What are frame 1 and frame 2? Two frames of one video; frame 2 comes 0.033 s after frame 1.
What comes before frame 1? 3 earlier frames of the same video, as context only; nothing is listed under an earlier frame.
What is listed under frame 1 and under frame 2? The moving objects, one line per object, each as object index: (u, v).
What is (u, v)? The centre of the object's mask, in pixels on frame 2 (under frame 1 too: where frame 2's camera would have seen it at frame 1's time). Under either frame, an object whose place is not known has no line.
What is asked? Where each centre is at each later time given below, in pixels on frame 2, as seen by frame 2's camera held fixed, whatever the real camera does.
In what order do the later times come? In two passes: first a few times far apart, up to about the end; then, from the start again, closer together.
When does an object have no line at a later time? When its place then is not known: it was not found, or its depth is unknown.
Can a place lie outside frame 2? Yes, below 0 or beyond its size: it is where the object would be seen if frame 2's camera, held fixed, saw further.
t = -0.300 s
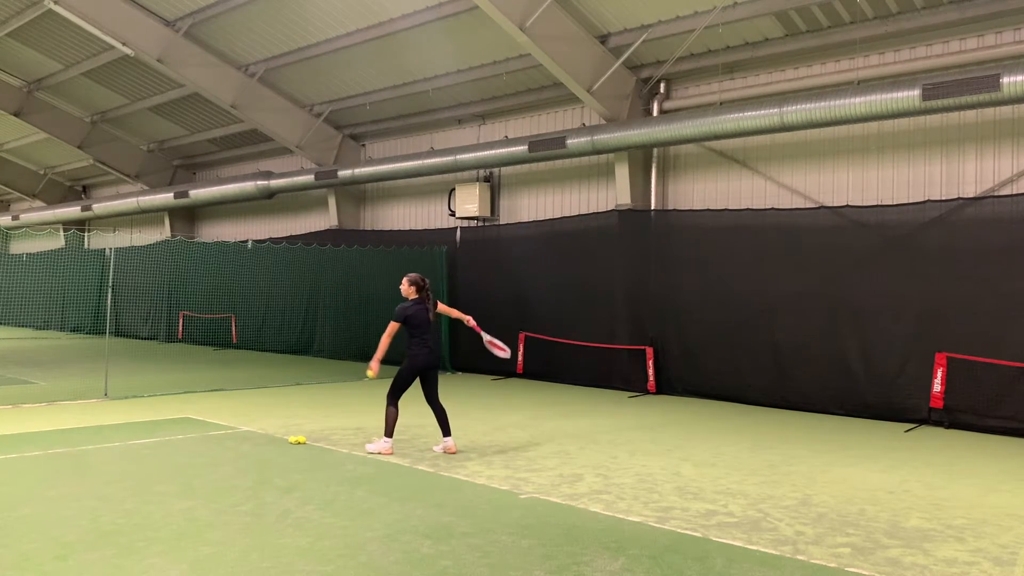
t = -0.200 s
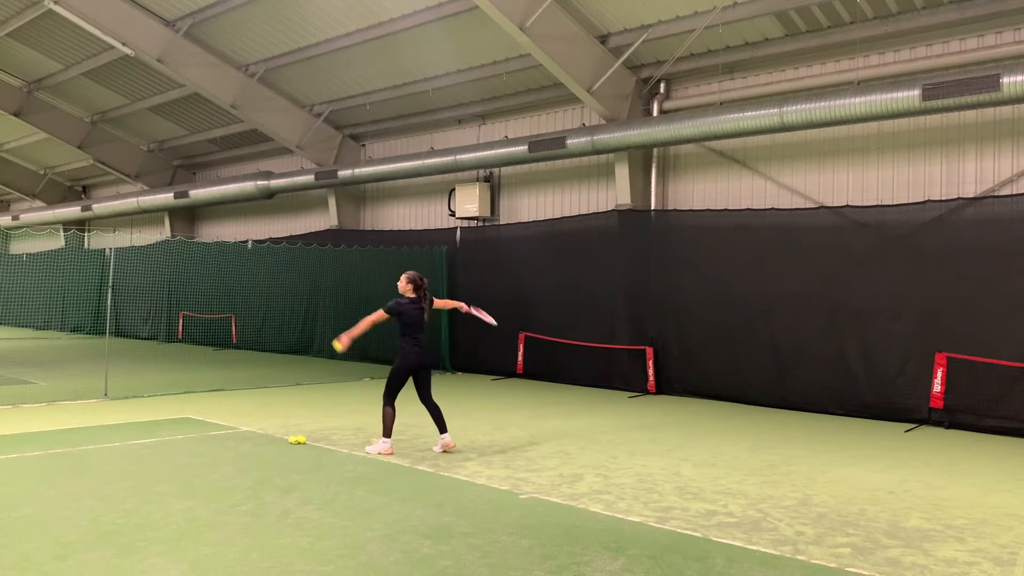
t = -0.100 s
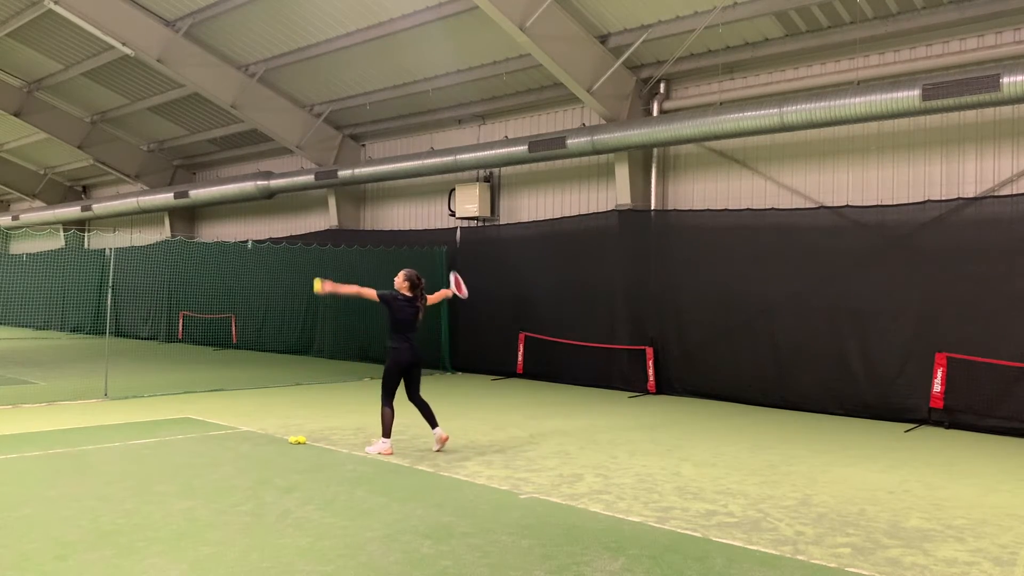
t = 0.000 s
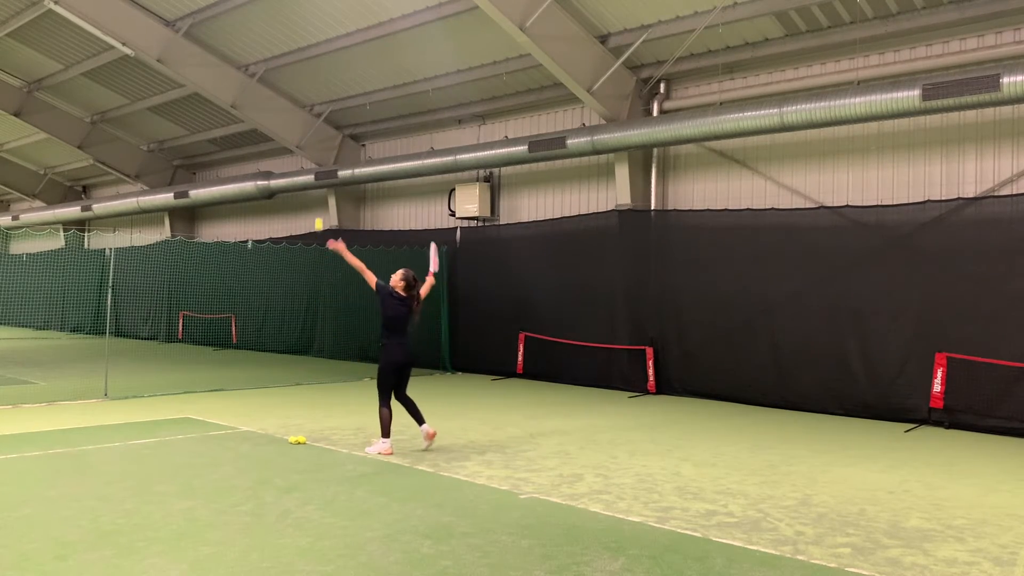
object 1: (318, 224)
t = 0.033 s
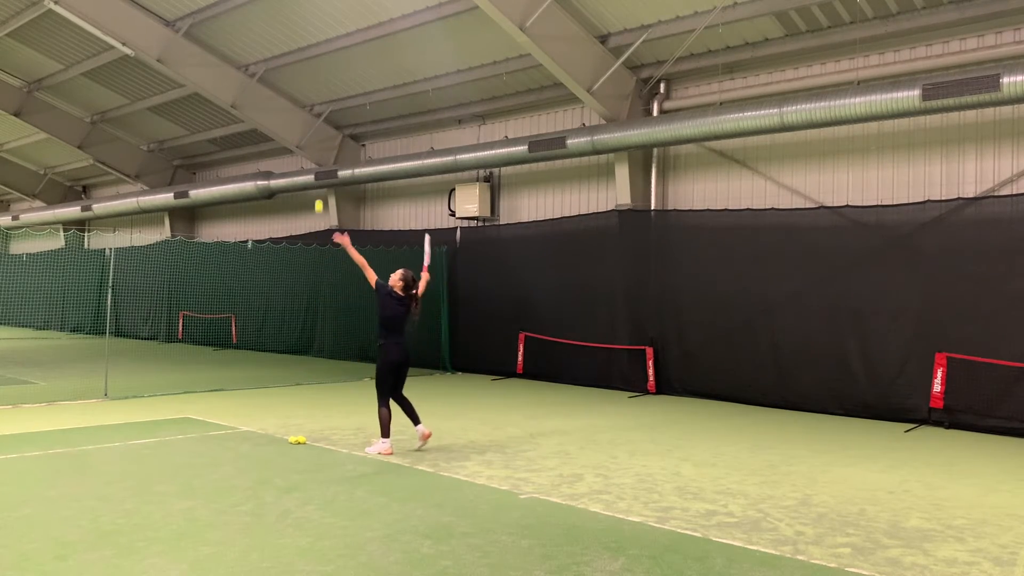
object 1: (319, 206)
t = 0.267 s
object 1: (320, 115)
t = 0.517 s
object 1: (321, 83)
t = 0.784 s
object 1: (321, 124)
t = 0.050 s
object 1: (319, 198)
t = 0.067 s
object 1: (319, 190)
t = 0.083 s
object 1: (319, 182)
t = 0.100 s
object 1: (319, 174)
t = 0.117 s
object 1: (319, 167)
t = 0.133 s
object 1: (319, 160)
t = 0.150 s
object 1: (319, 153)
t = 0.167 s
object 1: (319, 147)
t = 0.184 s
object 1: (320, 141)
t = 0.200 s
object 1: (320, 135)
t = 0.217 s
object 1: (320, 129)
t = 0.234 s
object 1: (320, 124)
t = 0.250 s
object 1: (320, 119)
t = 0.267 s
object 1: (320, 115)
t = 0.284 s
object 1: (320, 111)
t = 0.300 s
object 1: (320, 107)
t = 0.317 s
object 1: (320, 103)
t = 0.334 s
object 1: (320, 100)
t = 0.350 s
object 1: (320, 97)
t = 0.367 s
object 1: (320, 94)
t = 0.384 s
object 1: (320, 91)
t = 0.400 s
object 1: (320, 89)
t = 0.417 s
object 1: (320, 88)
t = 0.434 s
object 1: (321, 86)
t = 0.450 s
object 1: (321, 85)
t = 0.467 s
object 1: (321, 84)
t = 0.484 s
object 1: (321, 83)
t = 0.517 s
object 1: (321, 83)
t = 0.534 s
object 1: (321, 83)
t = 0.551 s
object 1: (321, 84)
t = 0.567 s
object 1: (321, 85)
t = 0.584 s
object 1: (321, 86)
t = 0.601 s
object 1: (321, 88)
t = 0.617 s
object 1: (321, 89)
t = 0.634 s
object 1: (321, 92)
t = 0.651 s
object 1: (321, 94)
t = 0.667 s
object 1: (321, 97)
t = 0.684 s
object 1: (321, 100)
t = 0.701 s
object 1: (321, 103)
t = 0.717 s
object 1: (321, 107)
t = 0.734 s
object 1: (321, 111)
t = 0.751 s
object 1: (321, 115)
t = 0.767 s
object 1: (321, 120)
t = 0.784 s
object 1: (321, 124)
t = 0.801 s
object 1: (321, 130)
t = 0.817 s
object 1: (321, 135)
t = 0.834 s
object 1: (321, 141)
